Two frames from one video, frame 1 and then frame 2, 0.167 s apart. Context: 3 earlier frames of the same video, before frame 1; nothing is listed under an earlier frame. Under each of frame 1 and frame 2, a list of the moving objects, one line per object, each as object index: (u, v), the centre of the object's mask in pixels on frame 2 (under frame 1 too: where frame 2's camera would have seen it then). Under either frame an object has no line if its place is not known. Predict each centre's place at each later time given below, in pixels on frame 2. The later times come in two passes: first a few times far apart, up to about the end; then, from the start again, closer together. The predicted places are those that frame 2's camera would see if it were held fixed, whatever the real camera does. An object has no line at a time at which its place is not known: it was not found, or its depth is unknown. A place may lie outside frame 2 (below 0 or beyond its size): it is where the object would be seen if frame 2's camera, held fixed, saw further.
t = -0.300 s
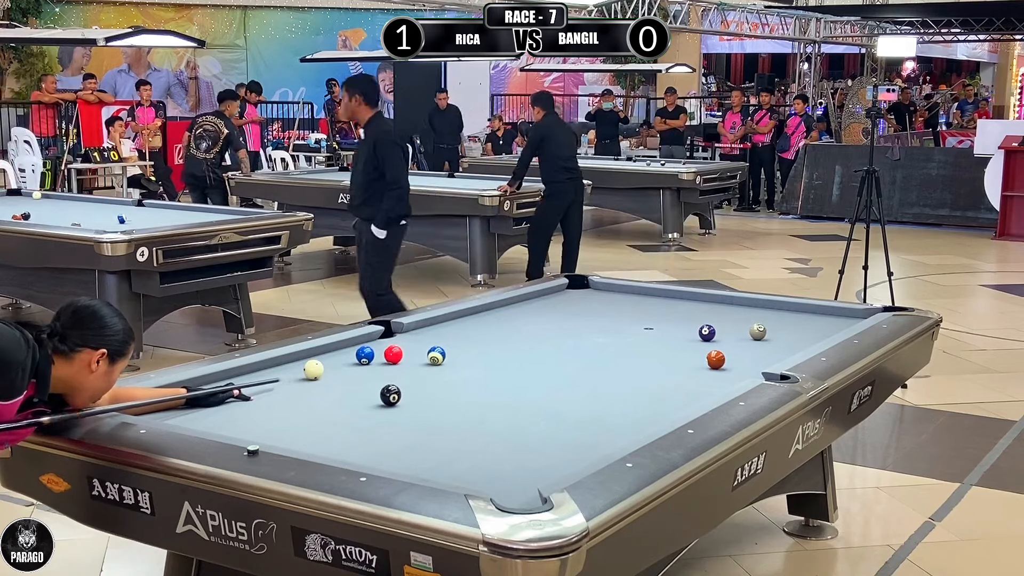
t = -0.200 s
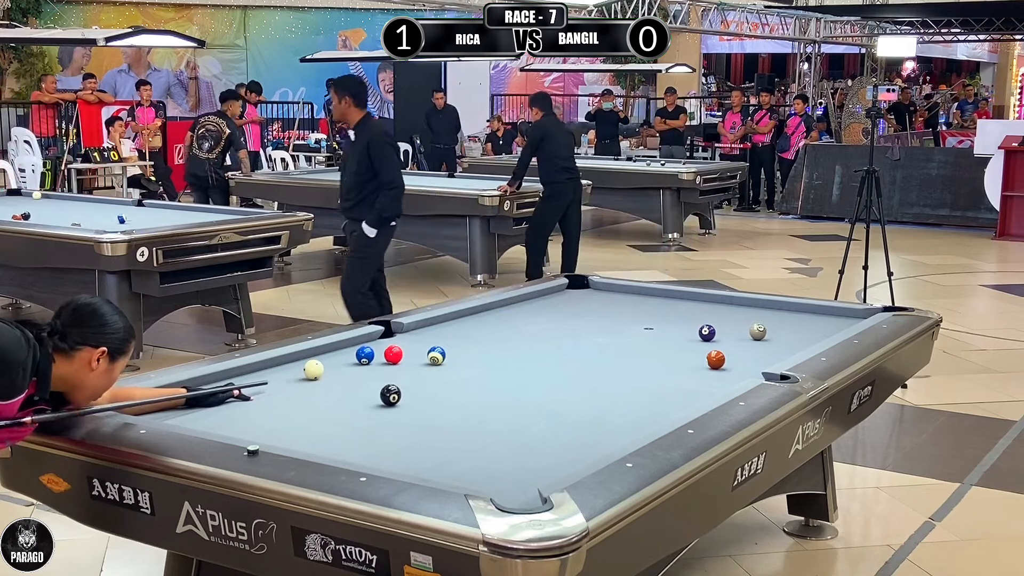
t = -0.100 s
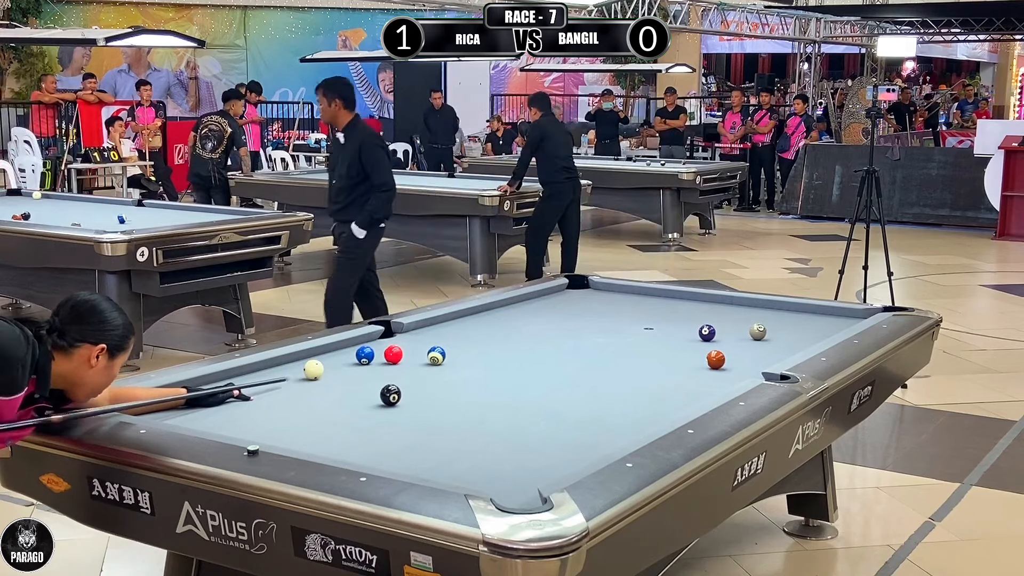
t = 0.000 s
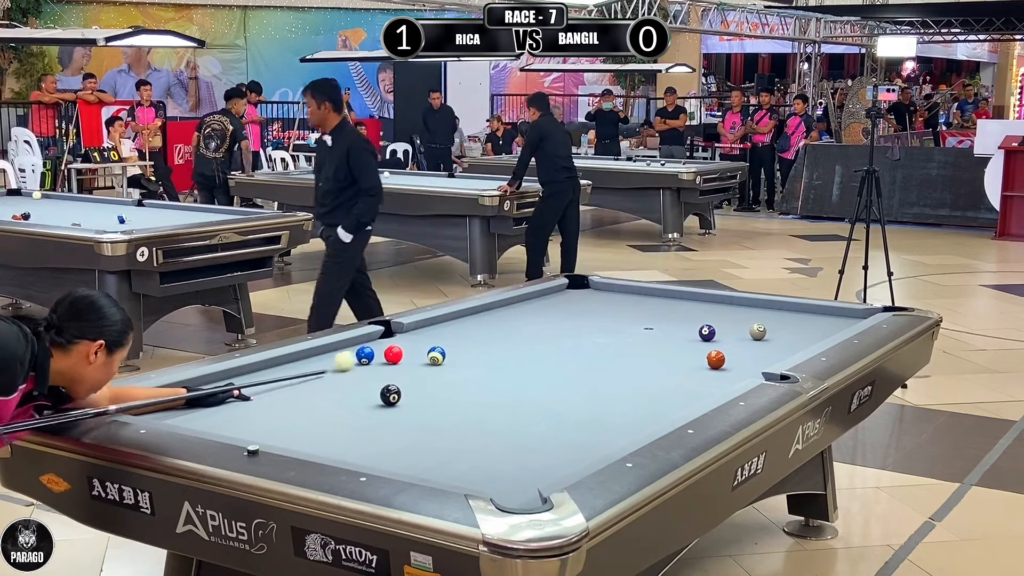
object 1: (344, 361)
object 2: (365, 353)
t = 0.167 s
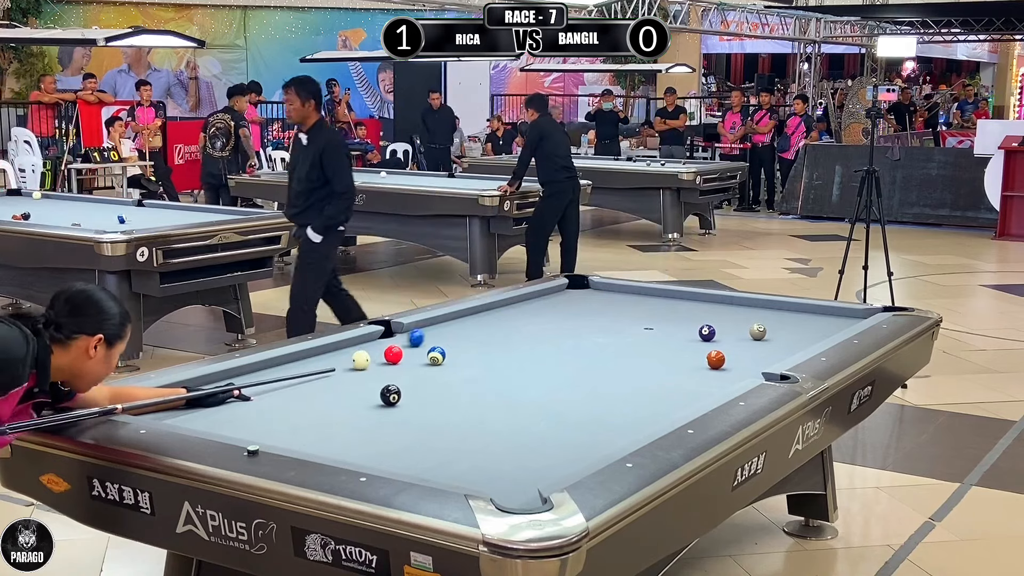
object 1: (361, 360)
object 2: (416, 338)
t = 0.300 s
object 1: (364, 361)
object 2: (451, 326)
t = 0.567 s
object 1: (368, 364)
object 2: (507, 307)
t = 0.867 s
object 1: (372, 367)
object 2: (560, 290)
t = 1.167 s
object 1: (374, 370)
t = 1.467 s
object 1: (377, 371)
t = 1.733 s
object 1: (378, 373)
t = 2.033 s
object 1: (378, 374)
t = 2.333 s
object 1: (378, 374)
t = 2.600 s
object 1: (378, 374)
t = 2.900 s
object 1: (378, 374)
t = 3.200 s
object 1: (378, 374)
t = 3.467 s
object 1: (378, 374)
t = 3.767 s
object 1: (378, 374)
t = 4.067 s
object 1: (378, 374)
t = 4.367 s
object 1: (378, 374)
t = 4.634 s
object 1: (378, 374)
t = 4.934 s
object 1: (378, 374)
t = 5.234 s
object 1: (378, 374)
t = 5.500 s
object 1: (378, 374)
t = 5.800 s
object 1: (378, 374)
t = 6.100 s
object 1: (378, 374)
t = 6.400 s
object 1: (378, 374)
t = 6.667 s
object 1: (378, 374)
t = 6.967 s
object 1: (378, 374)
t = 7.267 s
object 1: (378, 374)
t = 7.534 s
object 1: (378, 374)
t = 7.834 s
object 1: (378, 374)
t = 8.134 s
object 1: (378, 374)
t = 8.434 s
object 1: (378, 374)
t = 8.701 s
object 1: (378, 374)
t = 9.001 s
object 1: (378, 374)
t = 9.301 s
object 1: (378, 374)
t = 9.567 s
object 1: (378, 374)
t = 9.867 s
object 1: (378, 374)
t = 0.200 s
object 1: (362, 360)
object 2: (425, 334)
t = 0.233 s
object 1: (362, 360)
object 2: (434, 332)
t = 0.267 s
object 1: (363, 361)
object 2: (442, 329)
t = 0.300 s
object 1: (364, 361)
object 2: (451, 326)
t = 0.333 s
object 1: (364, 362)
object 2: (458, 324)
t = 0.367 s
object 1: (365, 362)
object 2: (465, 321)
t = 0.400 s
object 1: (365, 363)
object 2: (473, 319)
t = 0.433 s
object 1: (366, 363)
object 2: (479, 316)
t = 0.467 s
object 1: (366, 363)
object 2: (487, 314)
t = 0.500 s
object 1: (367, 364)
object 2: (494, 312)
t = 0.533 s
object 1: (367, 364)
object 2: (500, 309)
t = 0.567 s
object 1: (368, 364)
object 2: (507, 307)
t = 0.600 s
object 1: (368, 365)
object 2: (513, 305)
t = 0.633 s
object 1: (368, 365)
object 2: (519, 303)
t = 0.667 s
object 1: (369, 365)
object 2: (526, 301)
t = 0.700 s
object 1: (370, 366)
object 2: (532, 299)
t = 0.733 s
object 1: (371, 366)
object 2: (538, 297)
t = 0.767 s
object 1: (371, 367)
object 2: (543, 295)
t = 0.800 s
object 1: (371, 367)
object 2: (549, 294)
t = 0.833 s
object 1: (371, 367)
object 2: (555, 292)
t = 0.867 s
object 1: (372, 367)
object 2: (560, 290)
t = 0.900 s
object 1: (372, 368)
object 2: (565, 288)
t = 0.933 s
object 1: (372, 368)
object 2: (570, 286)
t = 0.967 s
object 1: (373, 368)
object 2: (576, 284)
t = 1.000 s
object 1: (373, 368)
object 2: (581, 283)
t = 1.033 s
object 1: (373, 369)
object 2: (582, 282)
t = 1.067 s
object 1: (374, 369)
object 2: (575, 285)
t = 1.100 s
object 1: (374, 369)
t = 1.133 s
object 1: (374, 369)
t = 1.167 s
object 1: (374, 370)
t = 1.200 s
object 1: (375, 370)
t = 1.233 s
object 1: (375, 370)
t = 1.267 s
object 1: (376, 370)
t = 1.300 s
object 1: (376, 370)
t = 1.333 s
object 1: (376, 371)
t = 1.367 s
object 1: (376, 371)
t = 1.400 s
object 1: (376, 371)
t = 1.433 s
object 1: (377, 371)
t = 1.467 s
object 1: (377, 371)
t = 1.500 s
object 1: (377, 372)
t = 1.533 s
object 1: (377, 372)
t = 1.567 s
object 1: (378, 372)
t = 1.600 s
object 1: (378, 372)
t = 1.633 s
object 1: (378, 372)
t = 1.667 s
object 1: (378, 372)
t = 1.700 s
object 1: (378, 372)
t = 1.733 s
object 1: (378, 373)
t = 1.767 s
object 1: (378, 373)
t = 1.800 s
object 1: (378, 373)
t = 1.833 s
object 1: (378, 373)
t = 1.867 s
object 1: (378, 373)
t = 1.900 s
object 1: (378, 373)
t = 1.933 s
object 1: (378, 373)
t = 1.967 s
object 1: (378, 373)
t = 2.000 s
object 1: (378, 373)
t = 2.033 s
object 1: (378, 374)
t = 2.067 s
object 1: (378, 374)
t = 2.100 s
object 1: (378, 374)
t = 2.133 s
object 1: (378, 374)
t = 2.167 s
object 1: (378, 374)
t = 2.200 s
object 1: (378, 374)
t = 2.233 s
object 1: (378, 374)
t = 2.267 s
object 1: (378, 374)
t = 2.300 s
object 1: (378, 374)
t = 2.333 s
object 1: (378, 374)
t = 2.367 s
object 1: (378, 374)
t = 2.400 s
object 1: (378, 374)
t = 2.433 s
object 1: (378, 374)
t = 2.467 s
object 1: (378, 374)
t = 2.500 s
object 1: (378, 374)
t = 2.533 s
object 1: (378, 374)
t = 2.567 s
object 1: (378, 374)
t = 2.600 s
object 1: (378, 374)
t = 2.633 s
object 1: (378, 374)
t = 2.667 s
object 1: (378, 374)
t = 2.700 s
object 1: (378, 374)
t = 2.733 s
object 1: (378, 374)
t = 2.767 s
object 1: (378, 374)
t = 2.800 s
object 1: (378, 374)
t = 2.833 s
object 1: (378, 374)
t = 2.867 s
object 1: (378, 374)
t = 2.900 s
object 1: (378, 374)
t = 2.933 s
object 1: (378, 374)
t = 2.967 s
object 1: (378, 374)
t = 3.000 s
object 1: (378, 374)
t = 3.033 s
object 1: (378, 374)
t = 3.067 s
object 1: (378, 374)
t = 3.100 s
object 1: (378, 374)
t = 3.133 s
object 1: (378, 374)
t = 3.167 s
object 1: (378, 374)
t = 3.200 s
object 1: (378, 374)
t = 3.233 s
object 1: (378, 374)
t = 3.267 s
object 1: (378, 374)
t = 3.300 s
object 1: (378, 374)
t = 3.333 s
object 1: (378, 374)
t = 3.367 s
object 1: (378, 374)
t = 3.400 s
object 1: (378, 374)
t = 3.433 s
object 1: (378, 374)
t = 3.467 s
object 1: (378, 374)
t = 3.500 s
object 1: (378, 374)
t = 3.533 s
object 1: (378, 374)
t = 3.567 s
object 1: (378, 374)
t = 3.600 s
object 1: (378, 374)
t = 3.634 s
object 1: (378, 374)
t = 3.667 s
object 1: (378, 374)
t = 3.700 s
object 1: (378, 374)
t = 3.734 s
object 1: (378, 374)
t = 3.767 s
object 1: (378, 374)
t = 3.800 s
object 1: (378, 374)
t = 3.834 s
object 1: (378, 374)
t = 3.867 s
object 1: (378, 374)
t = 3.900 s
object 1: (378, 374)
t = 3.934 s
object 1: (378, 374)
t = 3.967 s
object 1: (378, 374)
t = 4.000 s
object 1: (378, 374)
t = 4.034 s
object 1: (378, 374)
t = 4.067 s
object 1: (378, 374)
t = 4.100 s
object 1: (378, 374)
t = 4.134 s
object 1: (378, 374)
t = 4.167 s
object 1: (378, 374)
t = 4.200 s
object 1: (378, 374)
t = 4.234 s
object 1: (378, 374)
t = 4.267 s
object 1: (378, 374)
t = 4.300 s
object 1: (378, 374)
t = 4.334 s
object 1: (378, 374)
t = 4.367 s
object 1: (378, 374)
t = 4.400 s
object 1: (378, 374)
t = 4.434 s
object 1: (378, 374)
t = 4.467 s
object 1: (378, 374)
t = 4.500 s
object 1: (378, 374)
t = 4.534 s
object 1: (378, 374)
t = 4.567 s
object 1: (378, 374)
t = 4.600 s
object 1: (378, 374)
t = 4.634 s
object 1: (378, 374)
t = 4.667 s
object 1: (378, 374)
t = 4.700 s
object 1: (378, 374)
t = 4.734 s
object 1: (378, 374)
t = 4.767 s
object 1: (378, 374)
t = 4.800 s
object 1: (378, 374)
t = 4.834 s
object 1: (378, 374)
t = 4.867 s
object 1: (378, 374)
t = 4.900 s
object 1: (378, 374)
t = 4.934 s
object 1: (378, 374)
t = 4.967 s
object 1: (378, 374)
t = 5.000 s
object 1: (378, 374)
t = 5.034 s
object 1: (378, 374)
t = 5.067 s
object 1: (378, 374)
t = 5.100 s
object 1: (378, 374)
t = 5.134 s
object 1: (378, 374)
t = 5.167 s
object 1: (378, 374)
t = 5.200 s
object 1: (378, 374)
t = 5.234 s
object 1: (378, 374)
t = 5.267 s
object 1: (378, 374)
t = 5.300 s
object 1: (378, 374)
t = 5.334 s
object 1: (378, 374)
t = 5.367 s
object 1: (378, 373)
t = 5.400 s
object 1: (378, 374)
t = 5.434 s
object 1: (378, 374)
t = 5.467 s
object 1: (378, 374)
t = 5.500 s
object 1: (378, 374)
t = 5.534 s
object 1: (378, 374)
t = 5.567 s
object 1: (378, 374)
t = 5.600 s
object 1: (378, 374)
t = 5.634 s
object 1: (378, 374)
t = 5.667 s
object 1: (378, 374)
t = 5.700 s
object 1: (378, 374)
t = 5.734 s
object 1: (378, 374)
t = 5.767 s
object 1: (378, 374)
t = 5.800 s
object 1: (378, 374)
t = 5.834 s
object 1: (378, 374)
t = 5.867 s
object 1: (378, 374)
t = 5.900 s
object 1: (378, 374)
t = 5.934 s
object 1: (378, 374)
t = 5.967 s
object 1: (378, 374)
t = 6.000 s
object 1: (378, 374)
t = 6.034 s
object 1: (378, 374)
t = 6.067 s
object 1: (378, 374)
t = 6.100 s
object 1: (378, 374)
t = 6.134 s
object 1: (378, 374)
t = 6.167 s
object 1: (378, 374)
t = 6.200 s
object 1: (378, 374)
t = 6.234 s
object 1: (378, 374)
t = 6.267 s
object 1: (378, 374)
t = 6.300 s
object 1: (378, 374)
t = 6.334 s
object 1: (378, 374)
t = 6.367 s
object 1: (378, 374)
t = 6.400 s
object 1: (378, 374)
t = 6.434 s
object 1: (378, 373)
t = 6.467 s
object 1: (378, 373)
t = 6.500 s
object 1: (378, 374)
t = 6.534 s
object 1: (378, 374)
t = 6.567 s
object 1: (378, 374)
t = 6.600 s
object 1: (378, 374)
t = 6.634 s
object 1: (378, 374)
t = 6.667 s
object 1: (378, 374)
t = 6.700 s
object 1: (378, 374)
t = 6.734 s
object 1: (378, 374)
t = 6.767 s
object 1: (378, 374)
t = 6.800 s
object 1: (378, 374)
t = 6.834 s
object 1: (378, 374)
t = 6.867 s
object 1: (378, 374)
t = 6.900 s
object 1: (378, 374)
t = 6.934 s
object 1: (378, 374)
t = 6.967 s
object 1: (378, 374)
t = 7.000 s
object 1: (378, 374)
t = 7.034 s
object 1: (378, 374)
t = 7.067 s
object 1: (378, 374)
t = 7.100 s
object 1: (378, 374)
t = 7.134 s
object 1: (378, 374)
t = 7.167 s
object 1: (378, 374)
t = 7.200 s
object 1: (378, 374)
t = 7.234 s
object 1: (378, 374)
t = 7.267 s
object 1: (378, 374)
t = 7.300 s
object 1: (378, 374)
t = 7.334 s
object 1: (378, 374)
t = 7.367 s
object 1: (378, 374)
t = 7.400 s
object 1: (378, 374)
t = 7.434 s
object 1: (378, 374)
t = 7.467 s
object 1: (378, 374)
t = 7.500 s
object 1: (378, 374)
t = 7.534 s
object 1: (378, 374)
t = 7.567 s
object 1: (378, 374)
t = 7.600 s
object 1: (378, 374)
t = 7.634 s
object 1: (378, 374)
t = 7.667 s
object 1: (378, 374)
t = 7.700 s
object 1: (378, 374)
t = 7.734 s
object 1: (378, 374)
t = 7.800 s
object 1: (378, 374)
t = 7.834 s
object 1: (378, 374)
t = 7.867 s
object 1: (378, 374)
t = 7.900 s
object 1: (378, 374)
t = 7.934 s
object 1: (378, 374)
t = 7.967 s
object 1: (378, 374)
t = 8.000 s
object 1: (378, 374)
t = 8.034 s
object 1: (378, 374)
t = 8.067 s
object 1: (378, 374)
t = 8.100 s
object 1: (378, 374)
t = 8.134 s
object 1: (378, 374)
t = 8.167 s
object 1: (378, 374)
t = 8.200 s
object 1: (378, 374)
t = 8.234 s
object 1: (378, 374)
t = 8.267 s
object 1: (378, 374)
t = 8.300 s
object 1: (378, 374)
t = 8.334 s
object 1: (378, 374)
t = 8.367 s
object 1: (378, 374)
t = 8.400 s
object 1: (378, 374)
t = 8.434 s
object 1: (378, 374)
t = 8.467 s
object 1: (378, 374)
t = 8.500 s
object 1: (378, 374)
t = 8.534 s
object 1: (378, 374)
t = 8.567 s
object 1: (378, 374)
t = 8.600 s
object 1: (378, 374)
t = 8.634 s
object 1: (378, 374)
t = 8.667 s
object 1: (378, 374)
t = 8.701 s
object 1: (378, 374)
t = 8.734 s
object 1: (378, 374)
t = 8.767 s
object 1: (378, 374)
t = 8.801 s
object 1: (378, 374)
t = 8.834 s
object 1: (378, 374)
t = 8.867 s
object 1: (378, 374)
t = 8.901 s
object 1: (378, 374)
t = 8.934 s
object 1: (378, 374)
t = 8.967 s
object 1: (378, 374)
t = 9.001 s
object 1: (378, 374)
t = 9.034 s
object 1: (378, 374)
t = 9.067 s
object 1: (378, 374)
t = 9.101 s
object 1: (378, 374)
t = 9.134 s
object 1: (378, 374)
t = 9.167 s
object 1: (378, 374)
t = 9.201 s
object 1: (378, 374)
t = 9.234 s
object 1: (378, 374)
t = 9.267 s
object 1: (378, 374)
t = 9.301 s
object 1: (378, 374)
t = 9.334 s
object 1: (378, 374)
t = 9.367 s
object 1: (378, 374)
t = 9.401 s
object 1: (378, 374)
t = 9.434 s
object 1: (378, 374)
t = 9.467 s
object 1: (378, 374)
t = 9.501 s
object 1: (378, 374)
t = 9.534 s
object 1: (378, 374)
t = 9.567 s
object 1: (378, 374)
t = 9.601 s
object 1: (378, 374)
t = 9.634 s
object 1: (378, 374)
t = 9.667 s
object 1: (378, 374)
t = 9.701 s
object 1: (378, 374)
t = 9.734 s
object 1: (378, 374)
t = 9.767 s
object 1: (378, 374)
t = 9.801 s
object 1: (378, 374)
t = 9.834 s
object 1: (378, 374)
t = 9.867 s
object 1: (378, 374)
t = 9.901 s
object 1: (378, 374)
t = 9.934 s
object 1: (378, 374)
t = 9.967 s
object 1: (378, 374)
